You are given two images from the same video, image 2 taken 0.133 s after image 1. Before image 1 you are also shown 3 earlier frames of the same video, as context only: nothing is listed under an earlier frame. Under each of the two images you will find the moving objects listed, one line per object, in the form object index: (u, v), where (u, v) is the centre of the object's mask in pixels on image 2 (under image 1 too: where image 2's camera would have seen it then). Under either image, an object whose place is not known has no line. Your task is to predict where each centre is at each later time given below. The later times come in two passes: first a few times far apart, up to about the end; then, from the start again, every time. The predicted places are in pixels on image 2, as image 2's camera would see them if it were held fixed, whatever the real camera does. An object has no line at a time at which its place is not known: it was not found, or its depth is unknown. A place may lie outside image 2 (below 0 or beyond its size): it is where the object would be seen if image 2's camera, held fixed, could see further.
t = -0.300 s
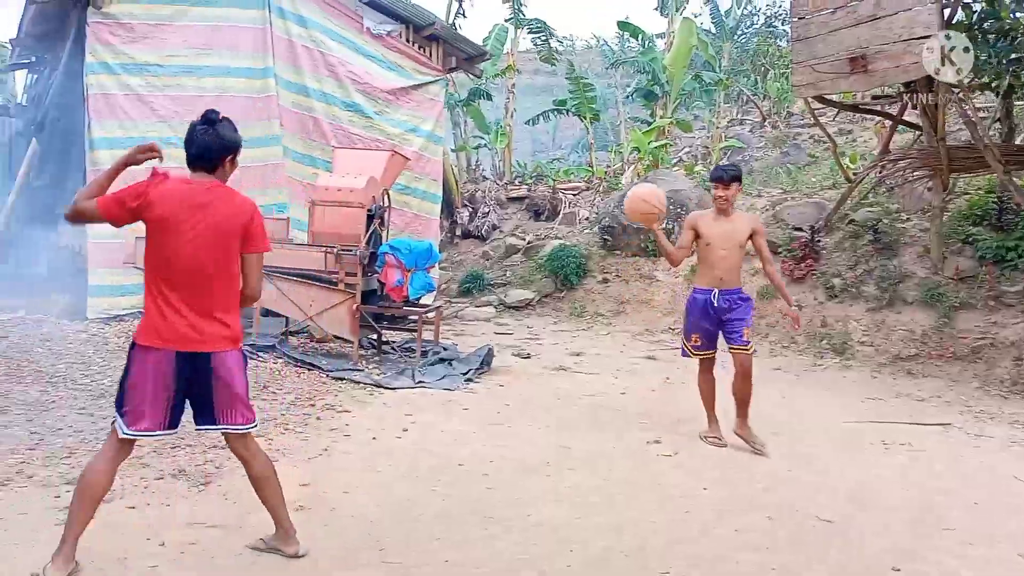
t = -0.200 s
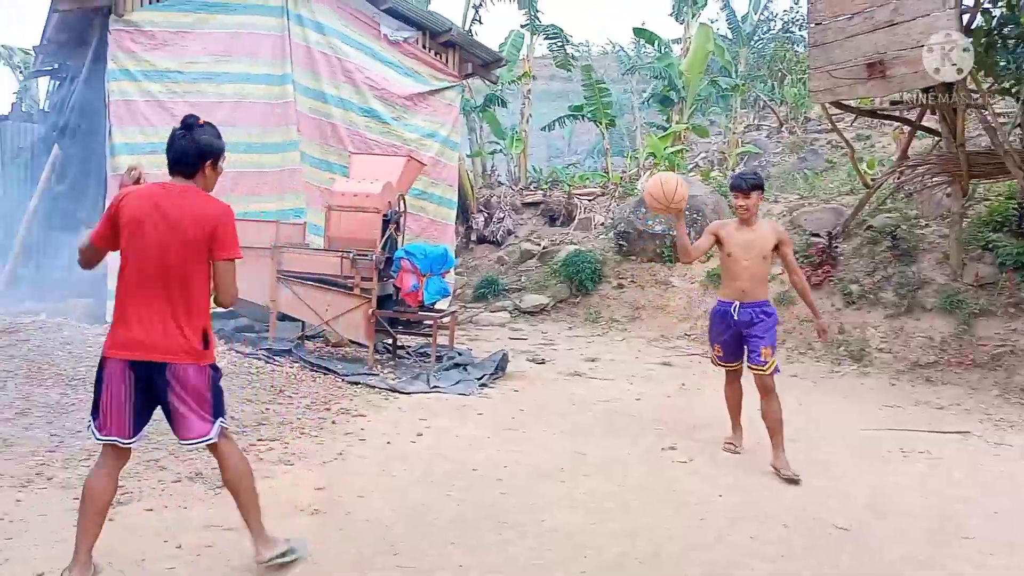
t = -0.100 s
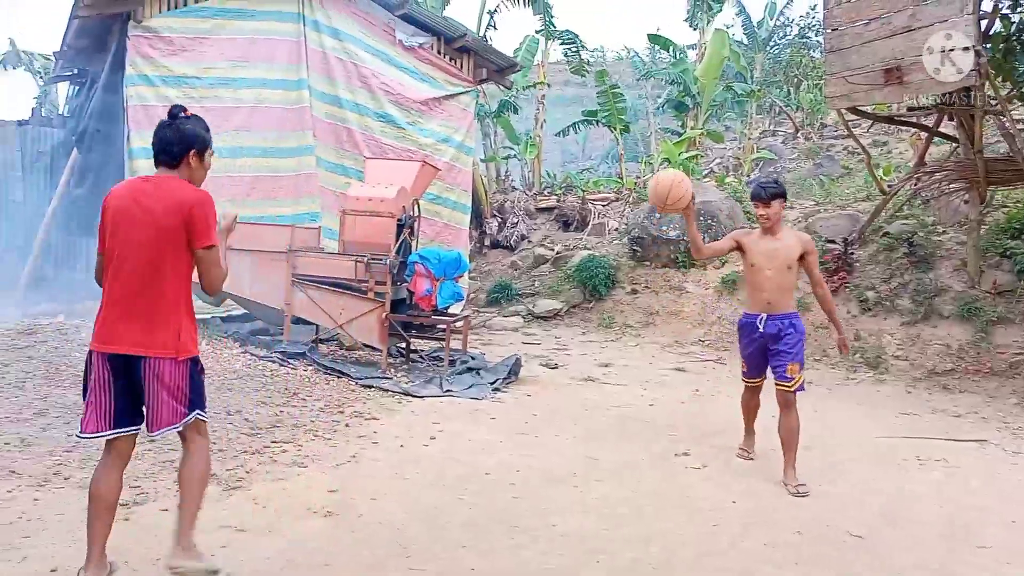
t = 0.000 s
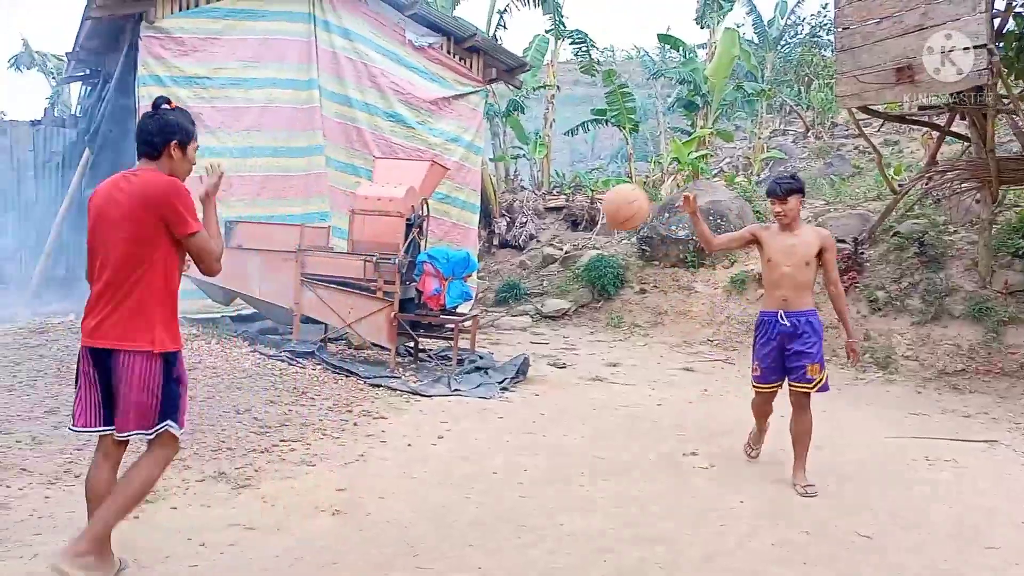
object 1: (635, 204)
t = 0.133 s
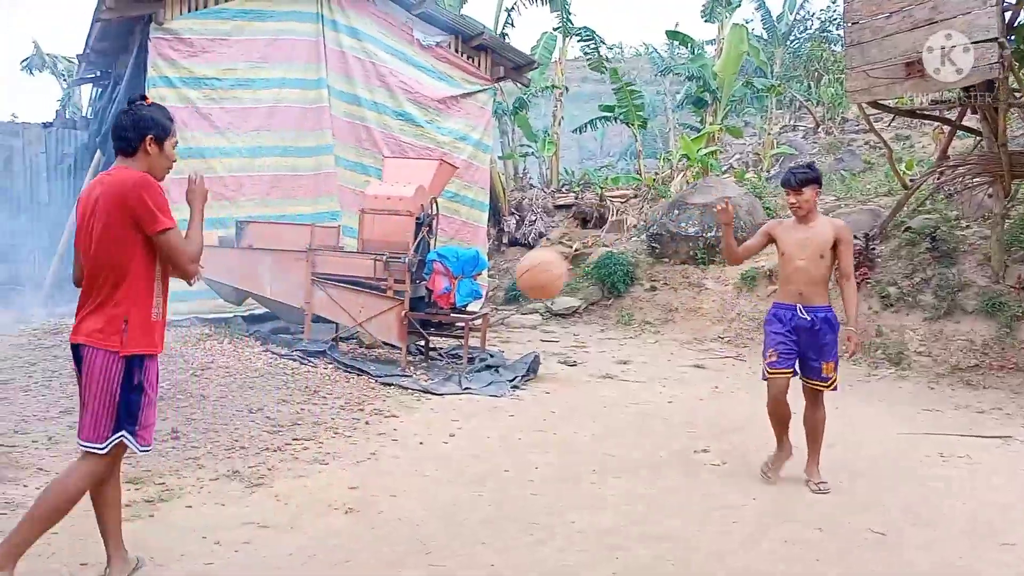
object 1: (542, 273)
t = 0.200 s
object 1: (491, 327)
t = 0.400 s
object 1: (337, 455)
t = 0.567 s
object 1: (261, 315)
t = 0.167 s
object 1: (516, 298)
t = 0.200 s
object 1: (491, 327)
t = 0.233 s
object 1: (462, 360)
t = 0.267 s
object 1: (434, 397)
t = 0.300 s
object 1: (403, 443)
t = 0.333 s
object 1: (372, 492)
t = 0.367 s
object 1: (350, 488)
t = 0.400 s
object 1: (337, 455)
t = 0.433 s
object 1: (322, 423)
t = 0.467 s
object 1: (307, 394)
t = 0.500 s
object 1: (292, 366)
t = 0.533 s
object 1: (277, 339)
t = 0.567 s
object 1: (261, 315)
